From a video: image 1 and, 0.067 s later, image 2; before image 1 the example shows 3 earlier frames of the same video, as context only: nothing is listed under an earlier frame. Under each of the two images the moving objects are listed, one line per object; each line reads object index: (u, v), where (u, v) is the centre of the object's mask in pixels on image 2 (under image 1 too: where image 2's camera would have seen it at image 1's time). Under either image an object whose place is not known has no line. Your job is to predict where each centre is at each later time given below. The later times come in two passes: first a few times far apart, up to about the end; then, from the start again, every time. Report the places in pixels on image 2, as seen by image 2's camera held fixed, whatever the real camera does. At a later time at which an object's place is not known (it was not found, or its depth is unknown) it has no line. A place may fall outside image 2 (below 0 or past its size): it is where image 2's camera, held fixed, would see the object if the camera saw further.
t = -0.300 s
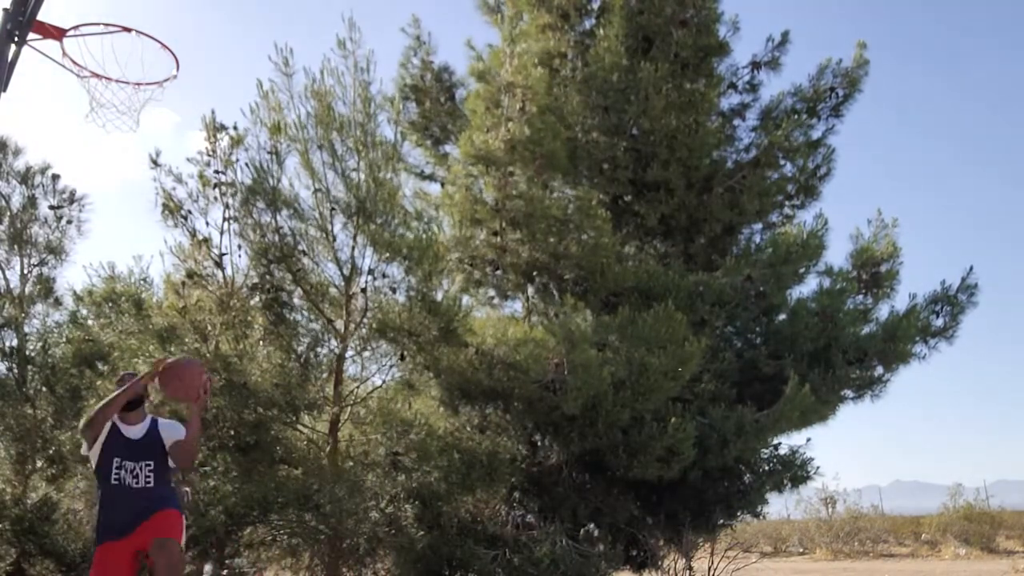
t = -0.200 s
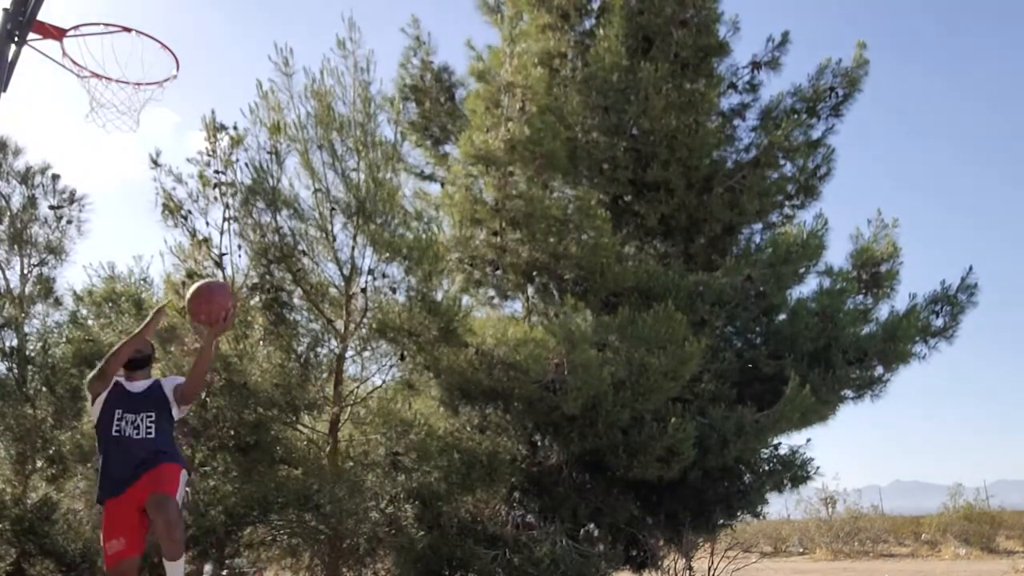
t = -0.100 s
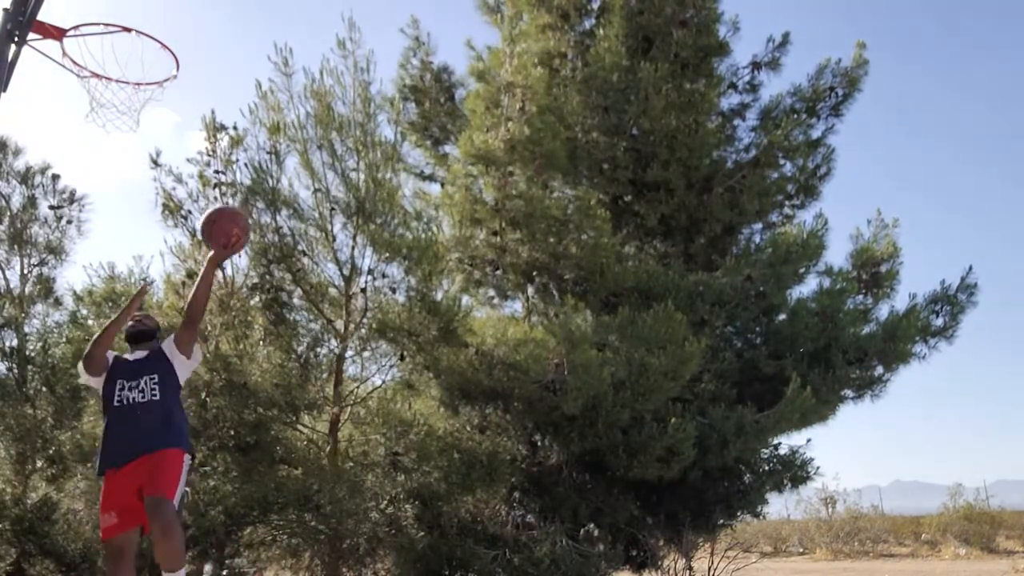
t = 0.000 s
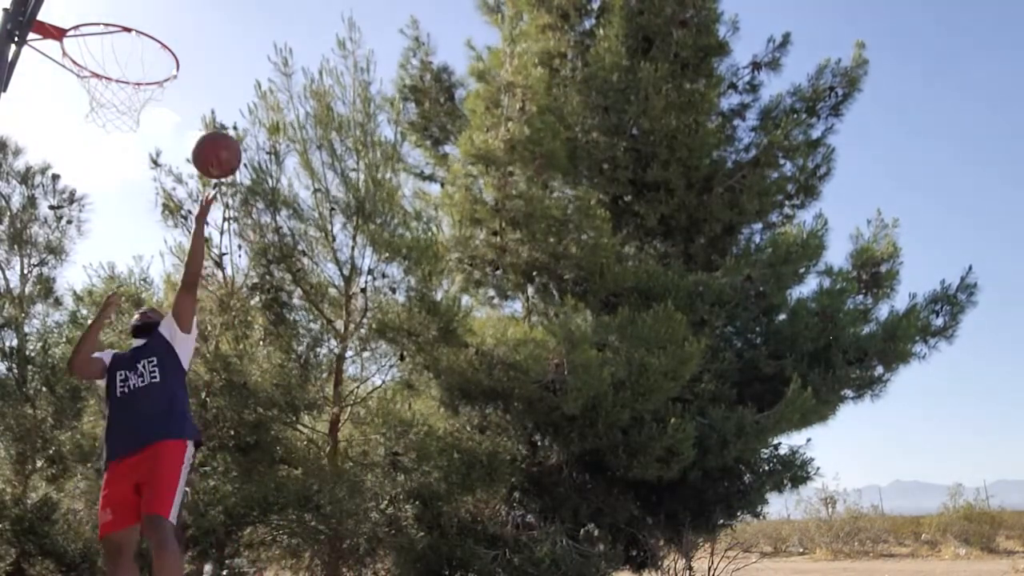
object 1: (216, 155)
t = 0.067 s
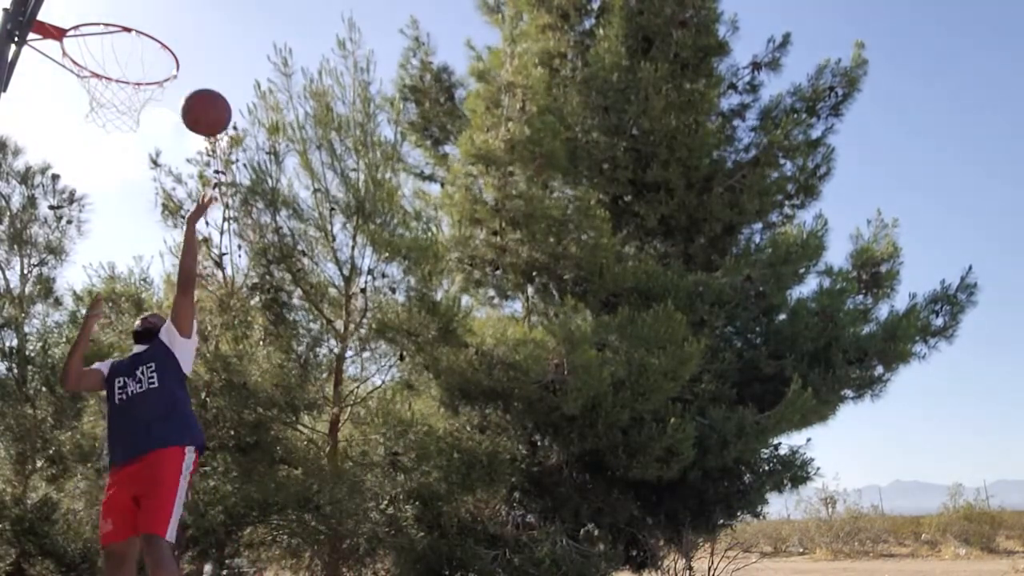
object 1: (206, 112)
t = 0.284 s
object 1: (168, 24)
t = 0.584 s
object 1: (102, 36)
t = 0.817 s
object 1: (138, 169)
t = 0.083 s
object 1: (203, 103)
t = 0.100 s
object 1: (201, 94)
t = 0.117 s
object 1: (198, 85)
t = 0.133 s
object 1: (195, 77)
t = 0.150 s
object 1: (192, 70)
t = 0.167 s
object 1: (189, 62)
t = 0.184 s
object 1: (186, 55)
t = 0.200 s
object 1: (183, 49)
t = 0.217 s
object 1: (180, 43)
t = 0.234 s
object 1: (177, 37)
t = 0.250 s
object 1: (174, 32)
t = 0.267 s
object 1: (171, 28)
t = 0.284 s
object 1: (168, 24)
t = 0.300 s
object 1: (165, 21)
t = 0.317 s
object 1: (162, 20)
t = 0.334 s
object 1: (159, 18)
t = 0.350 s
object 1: (156, 17)
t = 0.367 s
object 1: (153, 16)
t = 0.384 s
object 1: (149, 16)
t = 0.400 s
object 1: (146, 16)
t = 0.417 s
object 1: (142, 15)
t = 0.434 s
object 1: (139, 15)
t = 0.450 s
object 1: (135, 16)
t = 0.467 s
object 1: (131, 17)
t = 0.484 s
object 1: (127, 18)
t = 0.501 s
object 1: (123, 19)
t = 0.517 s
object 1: (119, 21)
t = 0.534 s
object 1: (115, 23)
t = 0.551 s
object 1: (110, 26)
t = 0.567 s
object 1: (106, 31)
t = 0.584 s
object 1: (102, 36)
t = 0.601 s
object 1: (105, 43)
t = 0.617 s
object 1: (108, 51)
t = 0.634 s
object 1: (111, 59)
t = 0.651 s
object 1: (114, 68)
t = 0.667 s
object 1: (117, 77)
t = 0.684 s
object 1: (120, 87)
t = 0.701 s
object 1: (122, 97)
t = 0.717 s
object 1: (125, 107)
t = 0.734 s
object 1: (128, 116)
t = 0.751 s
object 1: (130, 125)
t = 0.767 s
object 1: (132, 135)
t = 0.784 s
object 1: (134, 146)
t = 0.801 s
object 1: (136, 157)
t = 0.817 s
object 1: (138, 169)
